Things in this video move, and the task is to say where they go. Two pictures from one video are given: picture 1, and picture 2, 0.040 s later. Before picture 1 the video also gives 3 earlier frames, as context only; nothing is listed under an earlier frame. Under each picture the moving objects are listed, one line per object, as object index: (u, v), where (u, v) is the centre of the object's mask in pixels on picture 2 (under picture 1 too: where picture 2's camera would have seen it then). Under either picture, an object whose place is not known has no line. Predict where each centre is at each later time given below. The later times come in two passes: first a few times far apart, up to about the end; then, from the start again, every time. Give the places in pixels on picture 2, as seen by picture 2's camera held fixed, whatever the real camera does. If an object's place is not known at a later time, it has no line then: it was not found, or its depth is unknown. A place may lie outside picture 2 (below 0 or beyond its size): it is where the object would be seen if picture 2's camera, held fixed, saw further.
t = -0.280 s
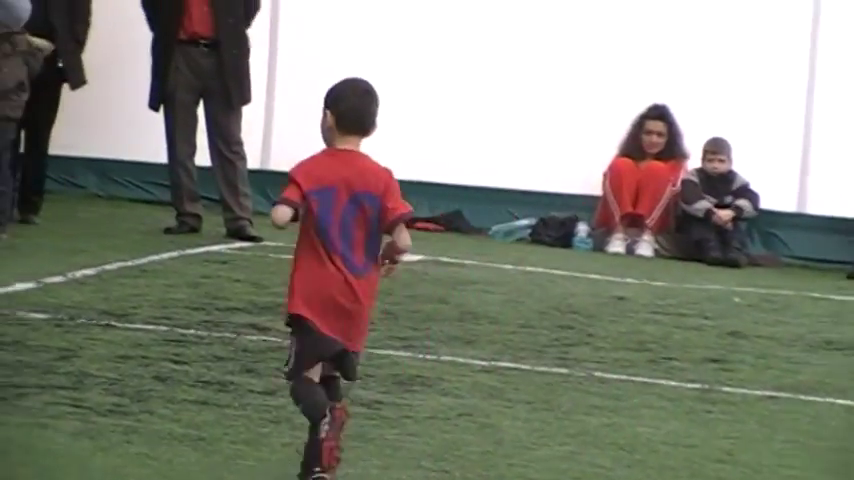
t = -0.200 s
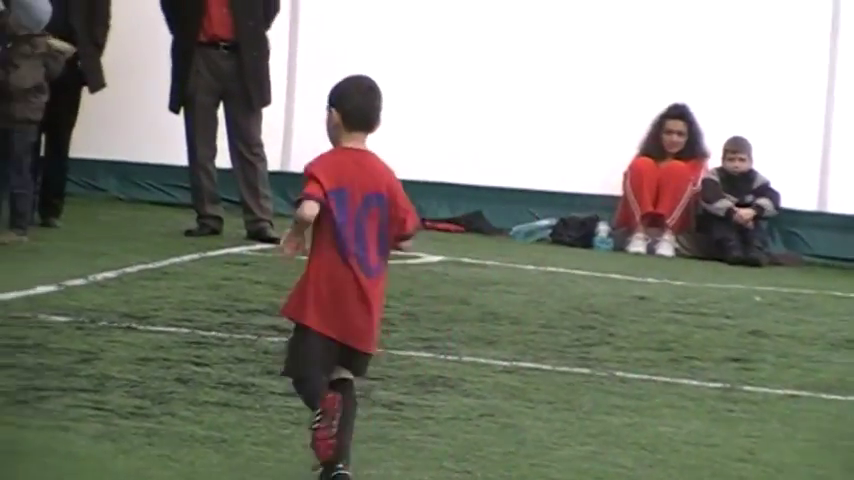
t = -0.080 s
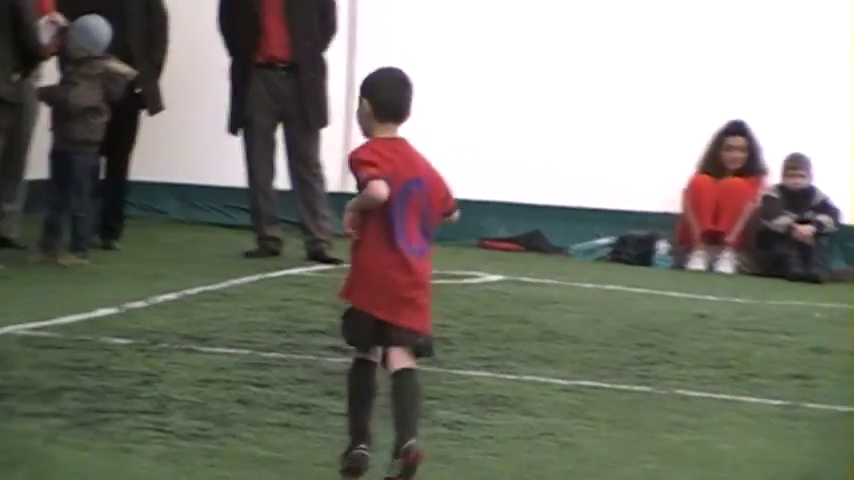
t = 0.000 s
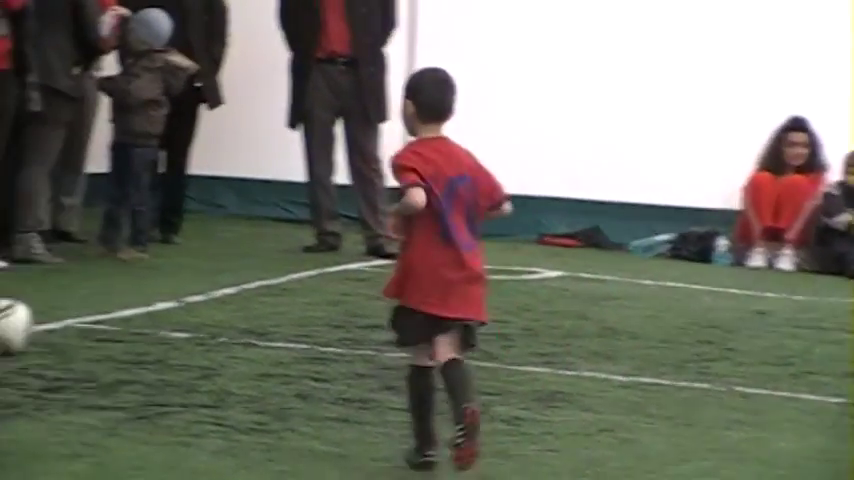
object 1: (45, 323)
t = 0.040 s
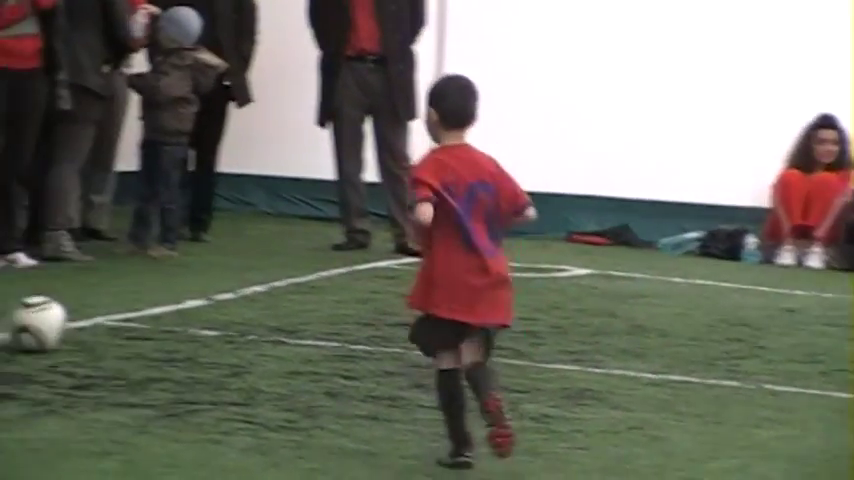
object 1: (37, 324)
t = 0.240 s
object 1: (53, 322)
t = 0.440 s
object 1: (68, 322)
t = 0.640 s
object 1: (81, 322)
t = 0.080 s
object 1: (40, 323)
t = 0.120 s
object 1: (44, 323)
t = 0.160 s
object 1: (47, 322)
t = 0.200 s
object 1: (49, 322)
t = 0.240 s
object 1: (53, 322)
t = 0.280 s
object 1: (56, 322)
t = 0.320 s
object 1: (59, 322)
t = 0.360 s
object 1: (62, 322)
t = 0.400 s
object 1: (65, 322)
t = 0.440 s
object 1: (68, 322)
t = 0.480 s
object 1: (71, 321)
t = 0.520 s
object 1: (74, 321)
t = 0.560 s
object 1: (76, 320)
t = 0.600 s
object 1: (79, 322)
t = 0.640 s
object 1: (81, 322)
